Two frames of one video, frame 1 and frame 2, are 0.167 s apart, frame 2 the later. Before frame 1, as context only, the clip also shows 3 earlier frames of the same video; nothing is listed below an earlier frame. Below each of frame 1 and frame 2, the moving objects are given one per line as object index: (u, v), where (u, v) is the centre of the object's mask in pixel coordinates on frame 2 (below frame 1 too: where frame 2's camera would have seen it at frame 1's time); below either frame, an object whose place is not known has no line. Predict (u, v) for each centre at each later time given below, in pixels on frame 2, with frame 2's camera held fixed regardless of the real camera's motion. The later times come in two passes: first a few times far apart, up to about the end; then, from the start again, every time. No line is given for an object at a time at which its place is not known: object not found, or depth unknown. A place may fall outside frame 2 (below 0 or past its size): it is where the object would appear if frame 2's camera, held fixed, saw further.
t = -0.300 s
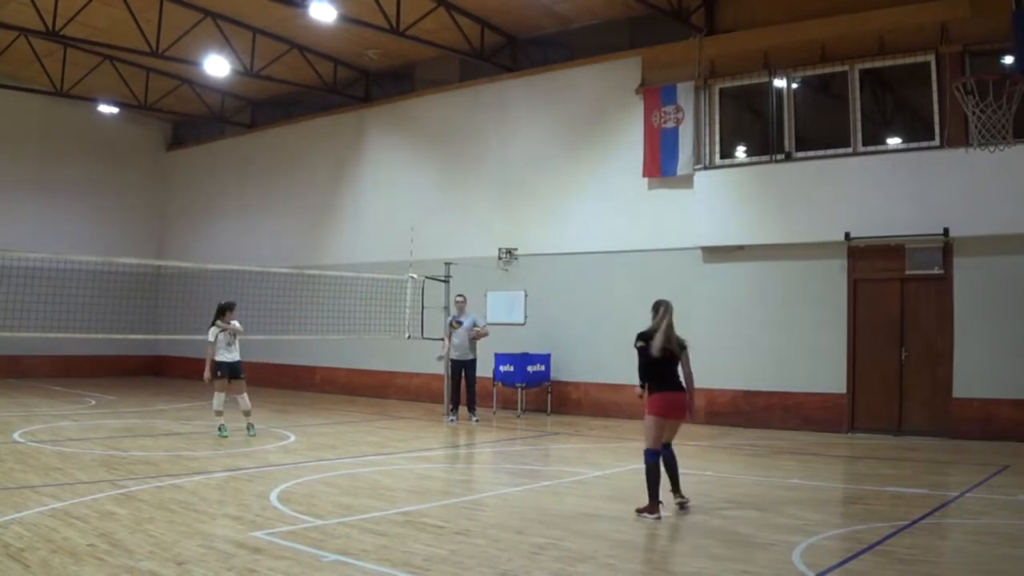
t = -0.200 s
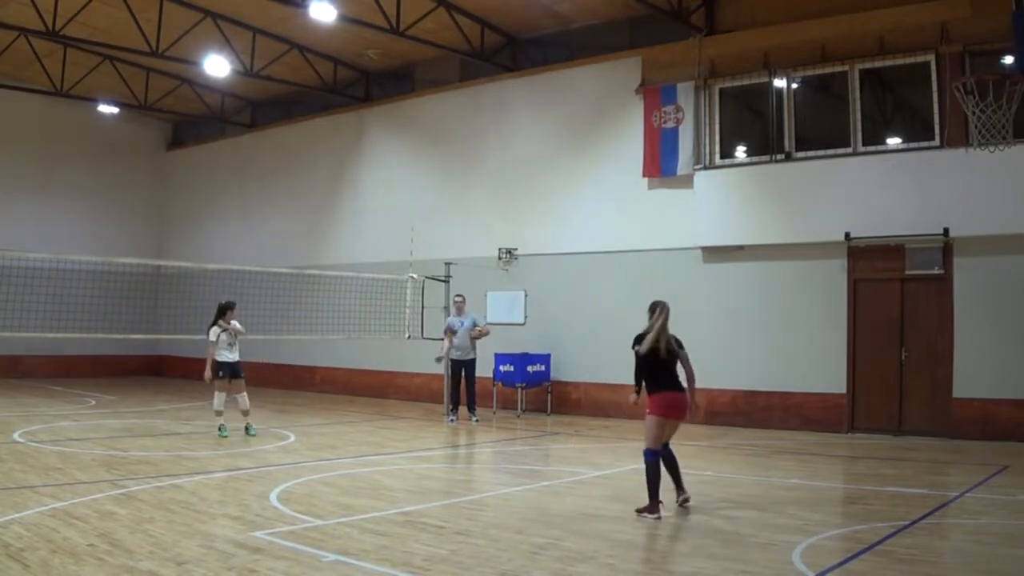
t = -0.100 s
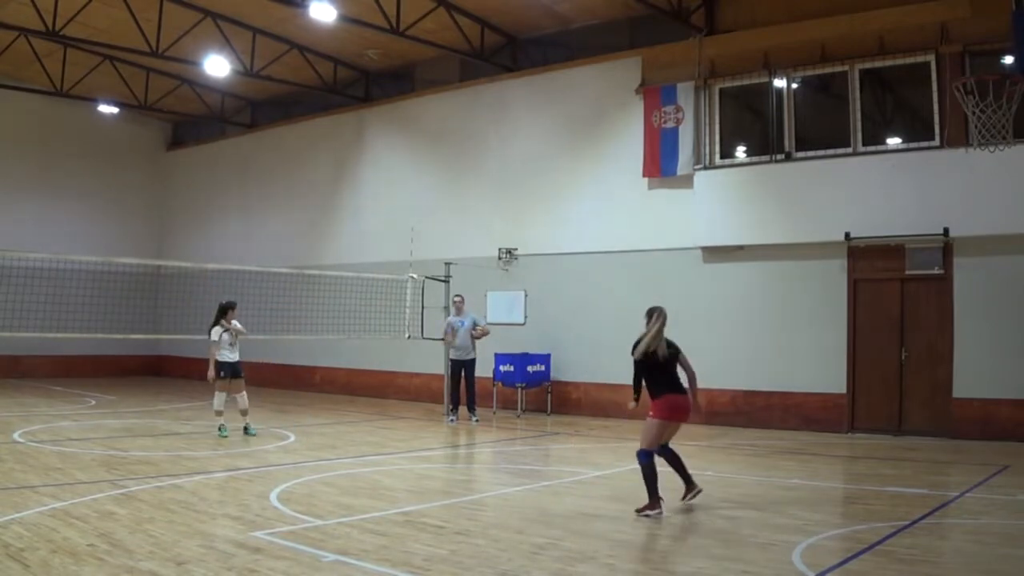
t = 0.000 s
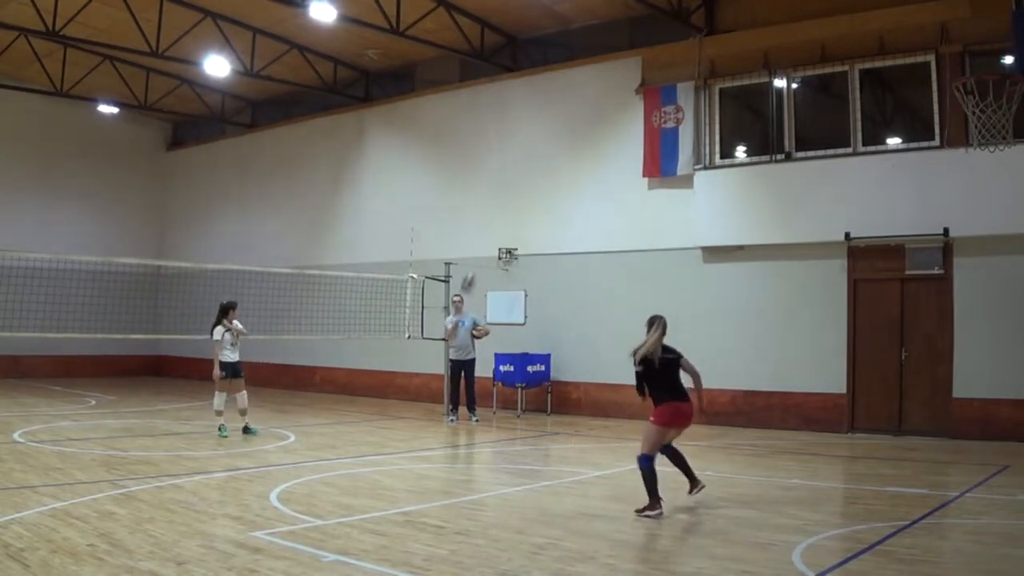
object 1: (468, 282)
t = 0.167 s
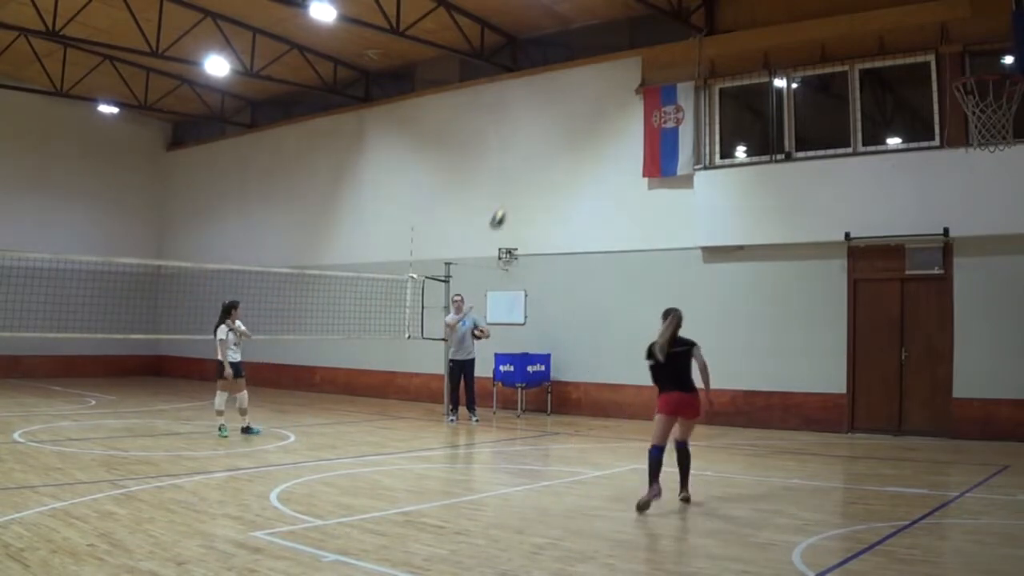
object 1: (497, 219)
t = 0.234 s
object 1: (509, 199)
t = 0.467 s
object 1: (555, 151)
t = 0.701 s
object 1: (604, 142)
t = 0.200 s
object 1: (503, 209)
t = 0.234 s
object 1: (509, 199)
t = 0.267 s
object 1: (516, 190)
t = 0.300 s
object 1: (523, 181)
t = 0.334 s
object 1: (529, 173)
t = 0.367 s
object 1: (535, 167)
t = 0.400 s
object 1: (542, 161)
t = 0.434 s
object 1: (549, 156)
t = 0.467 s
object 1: (555, 151)
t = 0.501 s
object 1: (562, 147)
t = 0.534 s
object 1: (569, 144)
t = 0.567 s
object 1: (576, 142)
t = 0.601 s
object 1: (583, 141)
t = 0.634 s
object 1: (590, 140)
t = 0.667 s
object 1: (598, 141)
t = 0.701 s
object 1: (604, 142)
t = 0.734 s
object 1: (612, 144)
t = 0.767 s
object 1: (620, 148)
